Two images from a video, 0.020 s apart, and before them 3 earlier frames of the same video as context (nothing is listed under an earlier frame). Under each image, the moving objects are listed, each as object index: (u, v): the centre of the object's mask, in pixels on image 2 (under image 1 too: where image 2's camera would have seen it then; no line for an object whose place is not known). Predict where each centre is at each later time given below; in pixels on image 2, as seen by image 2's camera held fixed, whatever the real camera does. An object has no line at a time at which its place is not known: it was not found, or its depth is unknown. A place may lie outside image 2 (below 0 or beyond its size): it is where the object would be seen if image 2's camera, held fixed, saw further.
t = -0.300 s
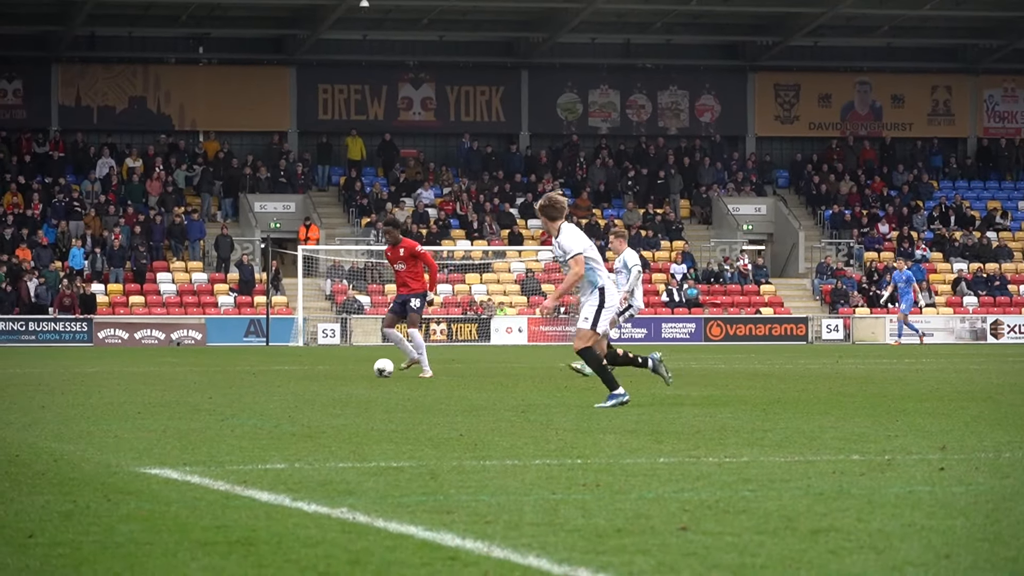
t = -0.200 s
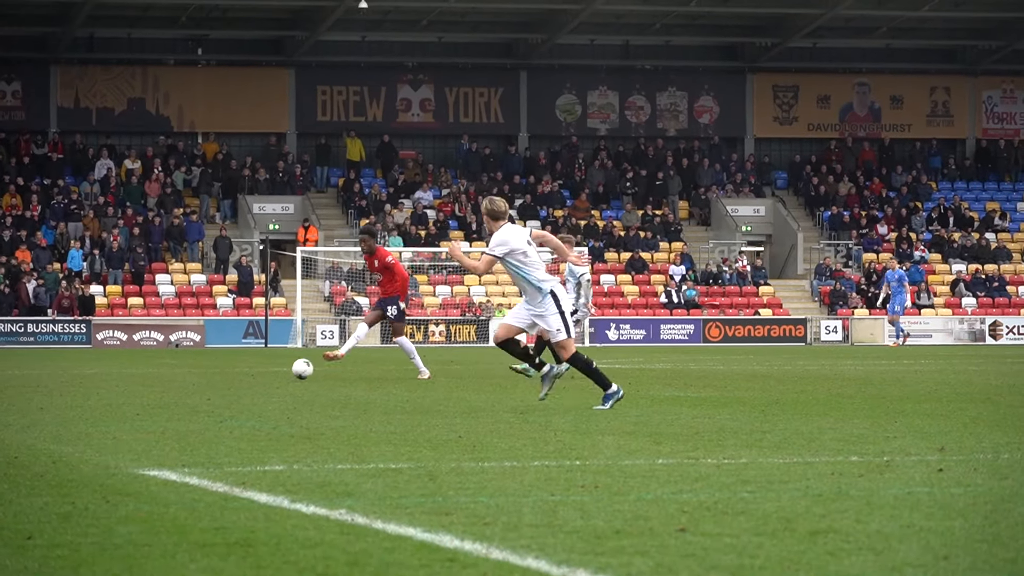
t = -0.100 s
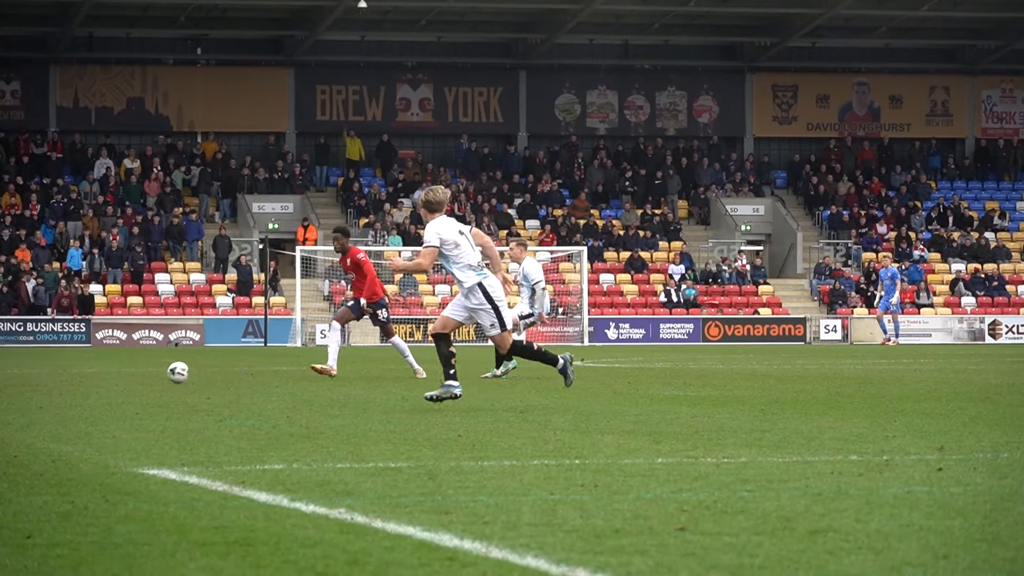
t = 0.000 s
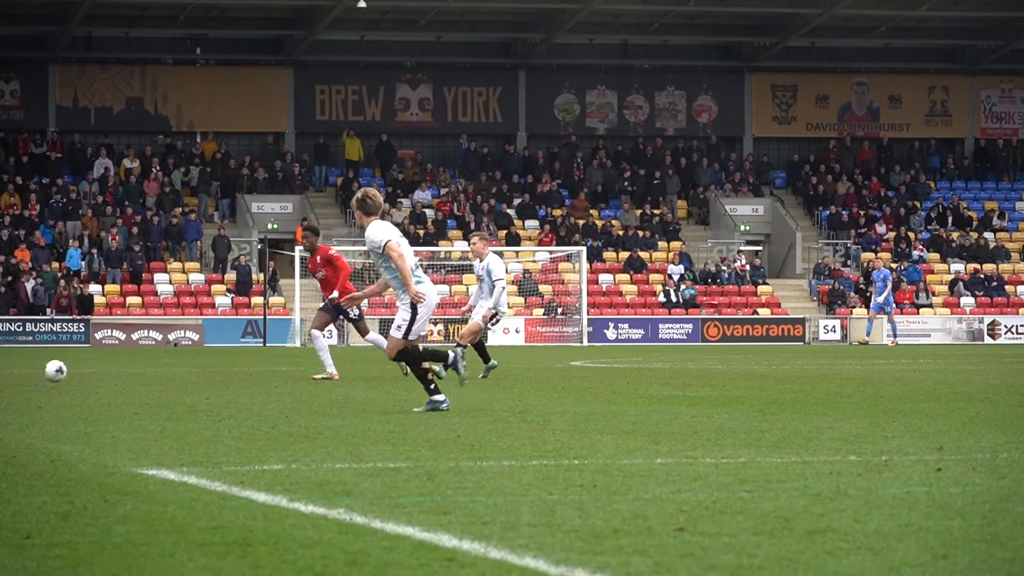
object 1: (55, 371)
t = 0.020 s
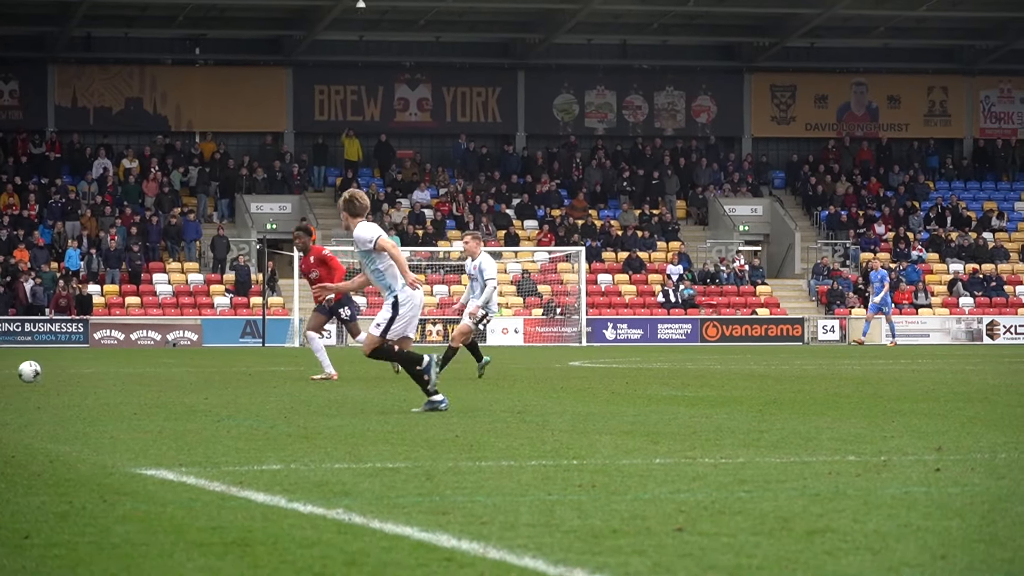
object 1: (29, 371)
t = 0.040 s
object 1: (8, 373)
